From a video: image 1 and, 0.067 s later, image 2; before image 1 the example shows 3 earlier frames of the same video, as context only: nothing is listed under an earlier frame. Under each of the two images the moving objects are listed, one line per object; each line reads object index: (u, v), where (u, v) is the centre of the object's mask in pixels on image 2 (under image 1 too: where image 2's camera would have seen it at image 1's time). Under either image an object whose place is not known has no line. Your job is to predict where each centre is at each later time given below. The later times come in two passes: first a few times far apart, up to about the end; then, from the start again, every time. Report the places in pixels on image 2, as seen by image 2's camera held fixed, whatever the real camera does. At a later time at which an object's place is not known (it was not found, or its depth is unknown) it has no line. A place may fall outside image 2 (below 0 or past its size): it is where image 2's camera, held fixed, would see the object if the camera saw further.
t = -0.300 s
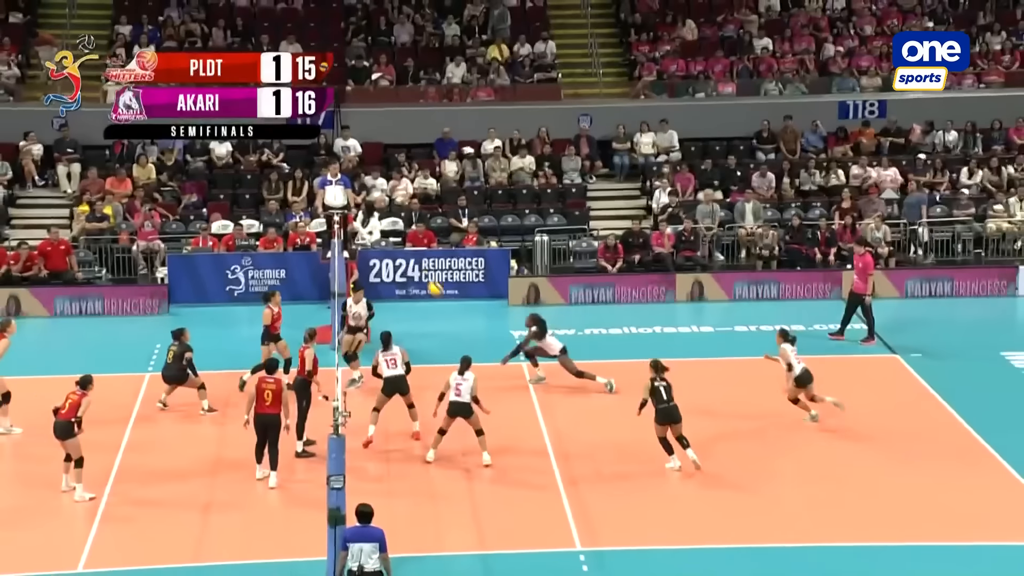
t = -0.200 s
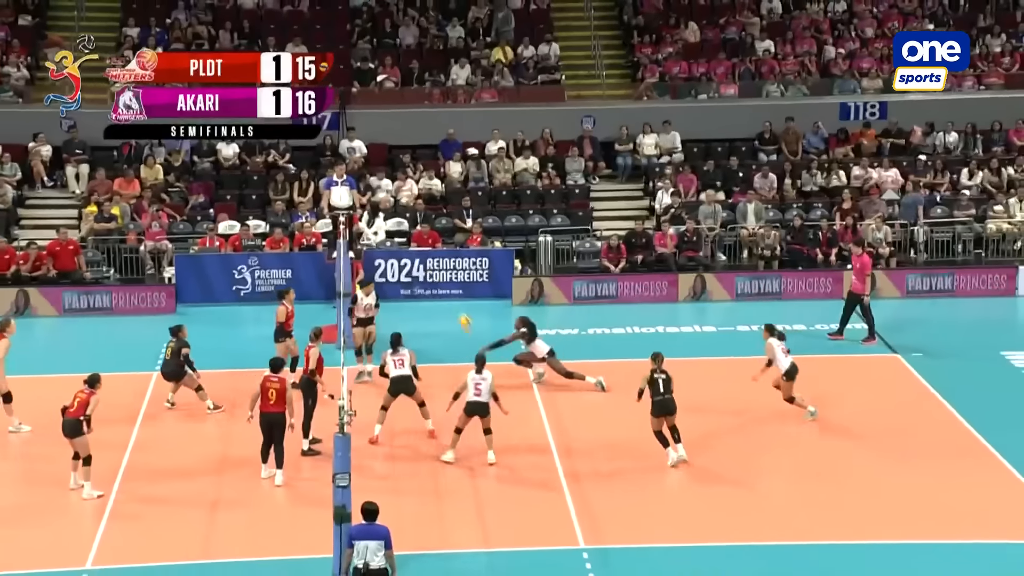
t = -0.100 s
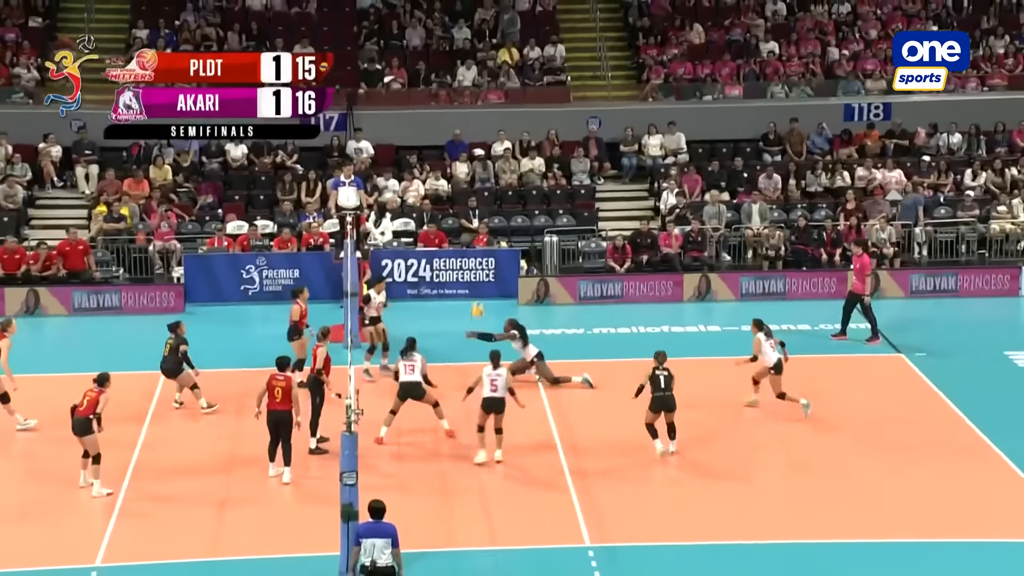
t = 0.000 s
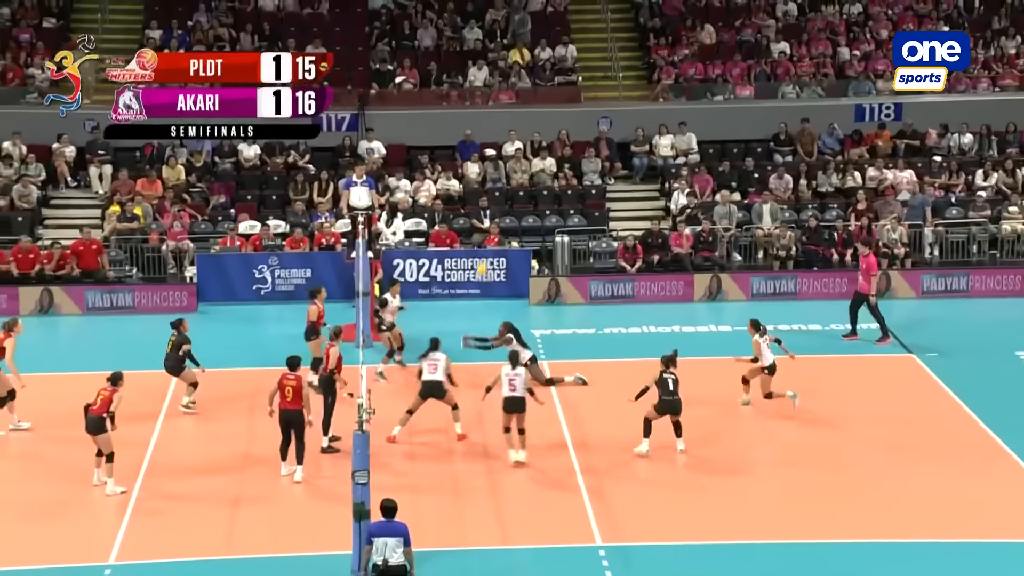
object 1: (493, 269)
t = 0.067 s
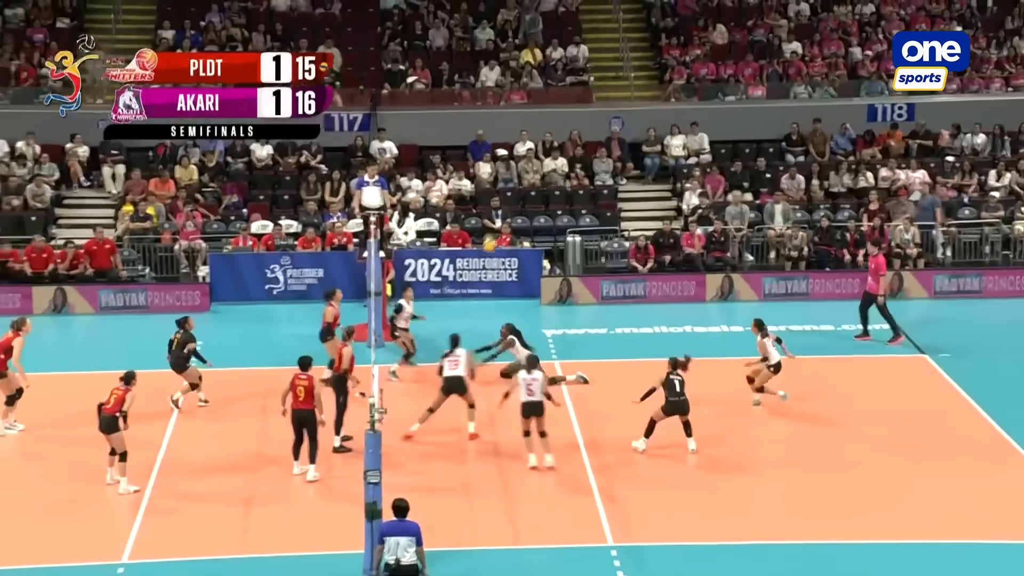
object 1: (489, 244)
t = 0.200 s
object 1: (483, 204)
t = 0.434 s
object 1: (473, 158)
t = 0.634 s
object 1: (464, 147)
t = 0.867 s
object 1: (453, 164)
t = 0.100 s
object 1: (488, 233)
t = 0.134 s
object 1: (486, 222)
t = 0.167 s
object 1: (485, 213)
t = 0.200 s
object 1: (483, 204)
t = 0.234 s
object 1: (482, 196)
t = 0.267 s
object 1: (480, 188)
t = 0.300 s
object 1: (479, 180)
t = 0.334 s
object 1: (476, 173)
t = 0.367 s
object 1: (476, 168)
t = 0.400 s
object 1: (474, 163)
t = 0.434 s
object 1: (473, 158)
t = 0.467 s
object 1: (472, 155)
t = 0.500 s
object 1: (470, 151)
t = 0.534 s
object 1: (469, 149)
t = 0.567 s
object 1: (467, 148)
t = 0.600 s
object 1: (466, 147)
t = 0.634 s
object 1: (464, 147)
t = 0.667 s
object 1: (463, 147)
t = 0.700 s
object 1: (461, 149)
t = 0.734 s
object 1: (459, 150)
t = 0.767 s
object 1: (458, 153)
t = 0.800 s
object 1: (456, 156)
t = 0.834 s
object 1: (455, 160)
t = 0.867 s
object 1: (453, 164)
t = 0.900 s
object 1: (452, 170)
